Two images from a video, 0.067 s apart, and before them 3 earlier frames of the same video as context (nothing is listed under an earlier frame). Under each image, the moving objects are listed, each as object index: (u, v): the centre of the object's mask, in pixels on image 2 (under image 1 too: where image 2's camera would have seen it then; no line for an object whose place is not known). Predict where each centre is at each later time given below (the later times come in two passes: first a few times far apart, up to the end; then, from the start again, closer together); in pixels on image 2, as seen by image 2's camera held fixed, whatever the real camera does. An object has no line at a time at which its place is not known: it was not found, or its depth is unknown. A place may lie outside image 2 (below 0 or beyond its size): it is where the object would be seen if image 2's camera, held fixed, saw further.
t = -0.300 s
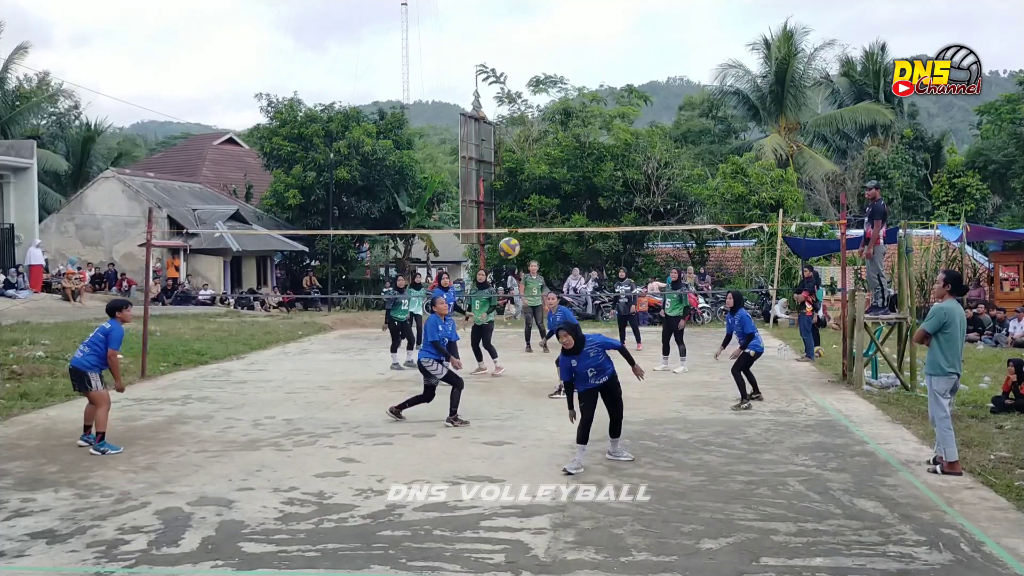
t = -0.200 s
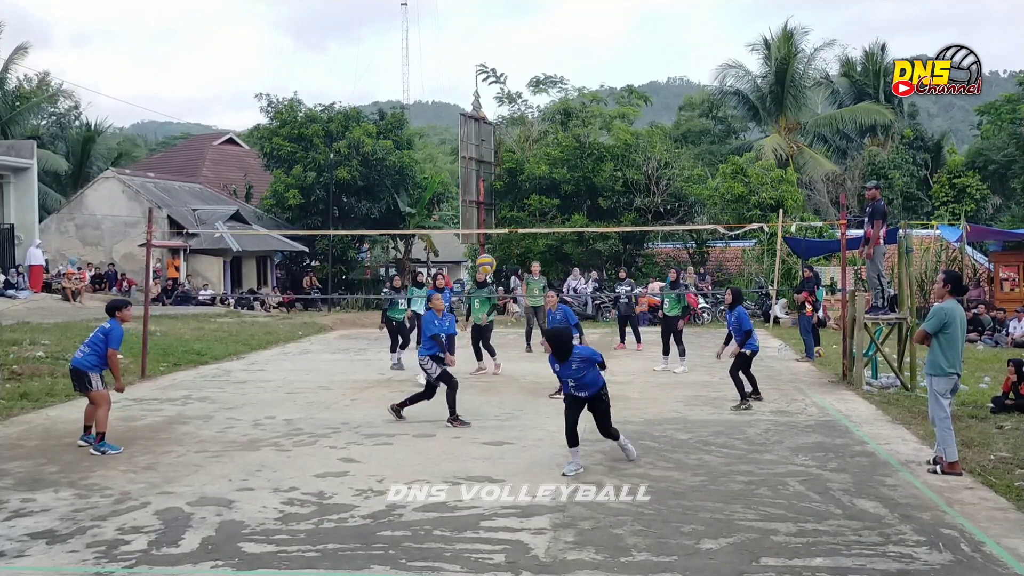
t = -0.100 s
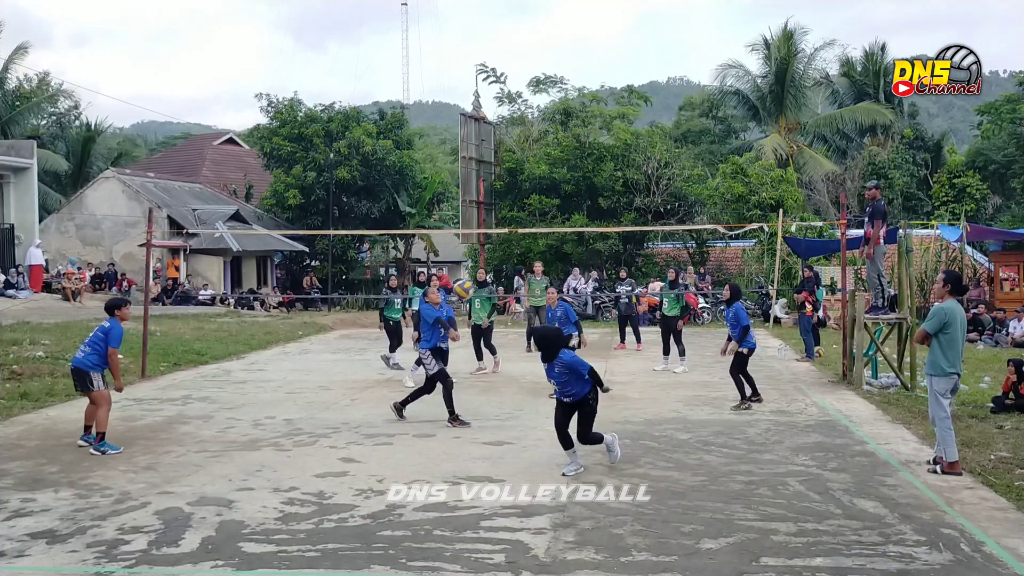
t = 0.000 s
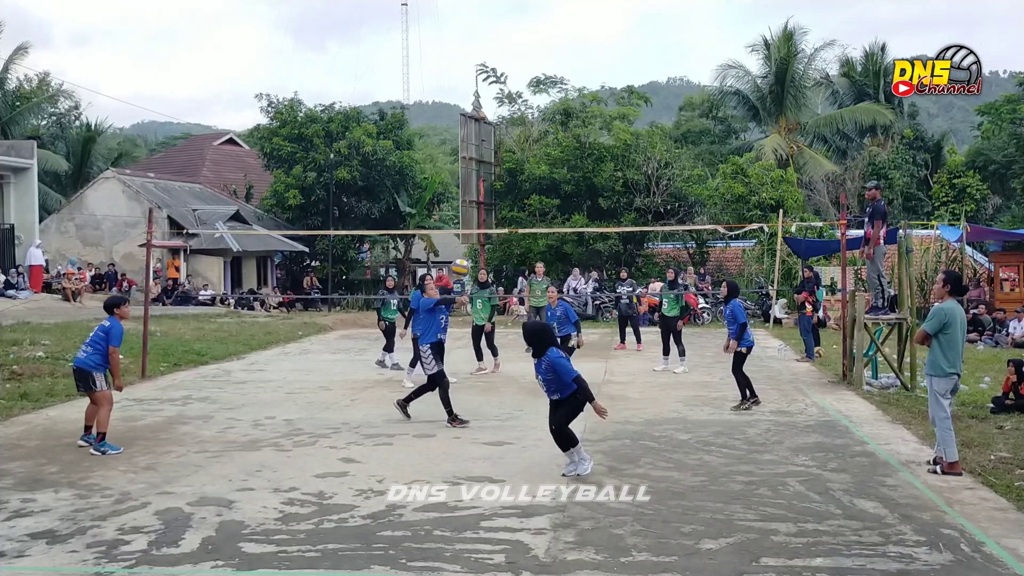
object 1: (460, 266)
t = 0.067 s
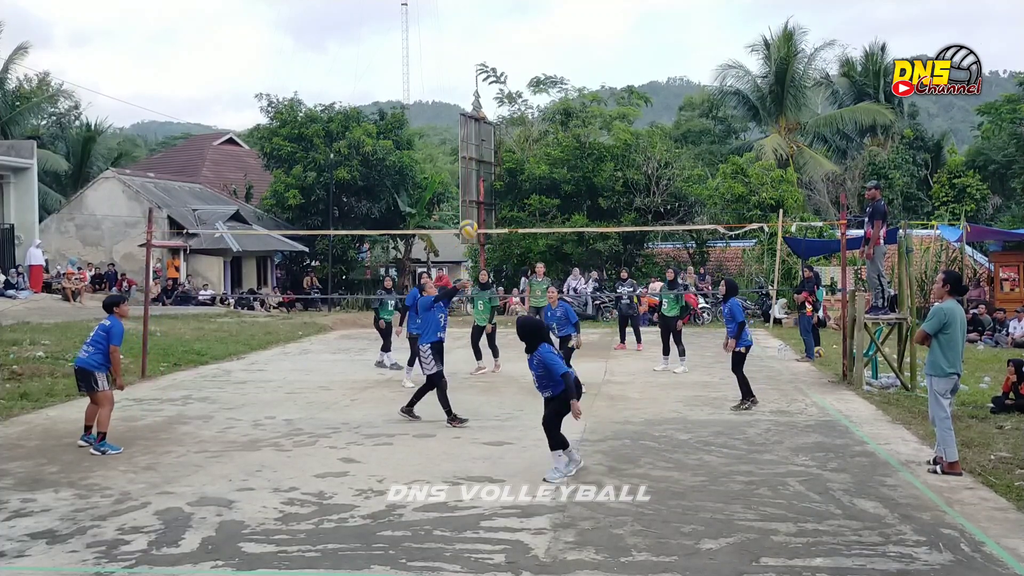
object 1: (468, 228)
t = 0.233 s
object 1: (488, 148)
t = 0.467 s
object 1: (513, 85)
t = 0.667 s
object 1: (532, 73)
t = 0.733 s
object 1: (537, 76)
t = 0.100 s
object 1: (473, 209)
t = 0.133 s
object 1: (476, 192)
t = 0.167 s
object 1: (480, 176)
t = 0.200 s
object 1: (484, 163)
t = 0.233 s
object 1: (488, 148)
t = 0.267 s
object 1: (492, 138)
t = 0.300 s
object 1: (496, 127)
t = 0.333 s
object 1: (499, 115)
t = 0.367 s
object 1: (502, 108)
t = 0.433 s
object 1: (510, 93)
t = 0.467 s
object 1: (513, 85)
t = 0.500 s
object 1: (516, 76)
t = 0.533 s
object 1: (520, 75)
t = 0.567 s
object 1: (523, 73)
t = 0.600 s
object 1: (525, 75)
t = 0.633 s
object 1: (529, 72)
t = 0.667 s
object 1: (532, 73)
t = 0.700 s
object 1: (535, 74)
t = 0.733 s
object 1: (537, 76)
